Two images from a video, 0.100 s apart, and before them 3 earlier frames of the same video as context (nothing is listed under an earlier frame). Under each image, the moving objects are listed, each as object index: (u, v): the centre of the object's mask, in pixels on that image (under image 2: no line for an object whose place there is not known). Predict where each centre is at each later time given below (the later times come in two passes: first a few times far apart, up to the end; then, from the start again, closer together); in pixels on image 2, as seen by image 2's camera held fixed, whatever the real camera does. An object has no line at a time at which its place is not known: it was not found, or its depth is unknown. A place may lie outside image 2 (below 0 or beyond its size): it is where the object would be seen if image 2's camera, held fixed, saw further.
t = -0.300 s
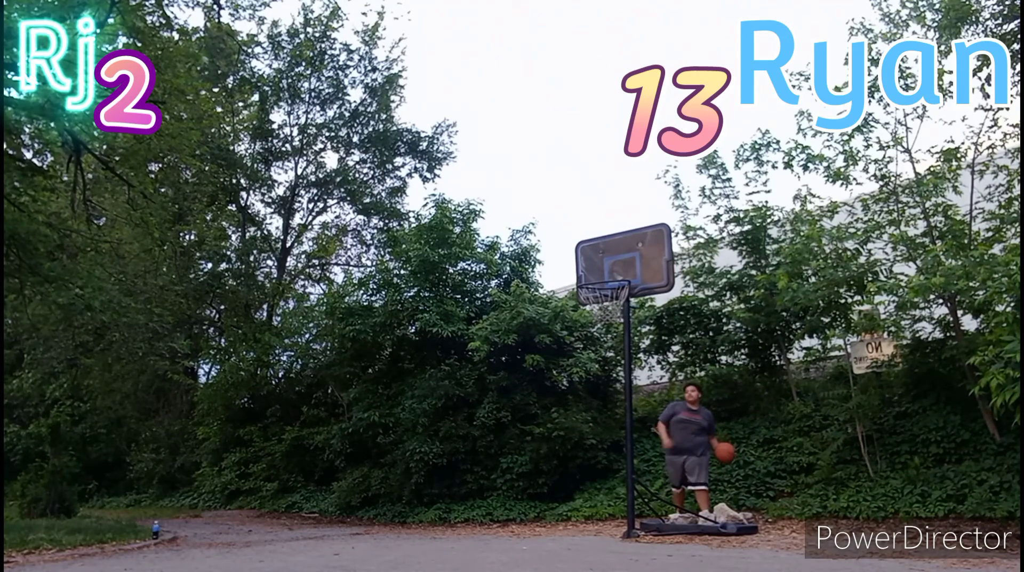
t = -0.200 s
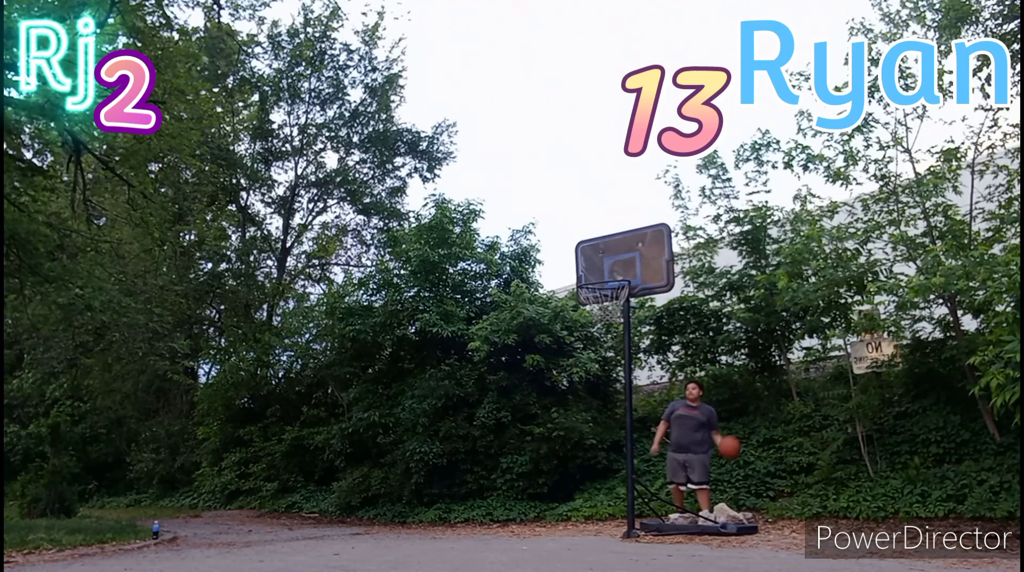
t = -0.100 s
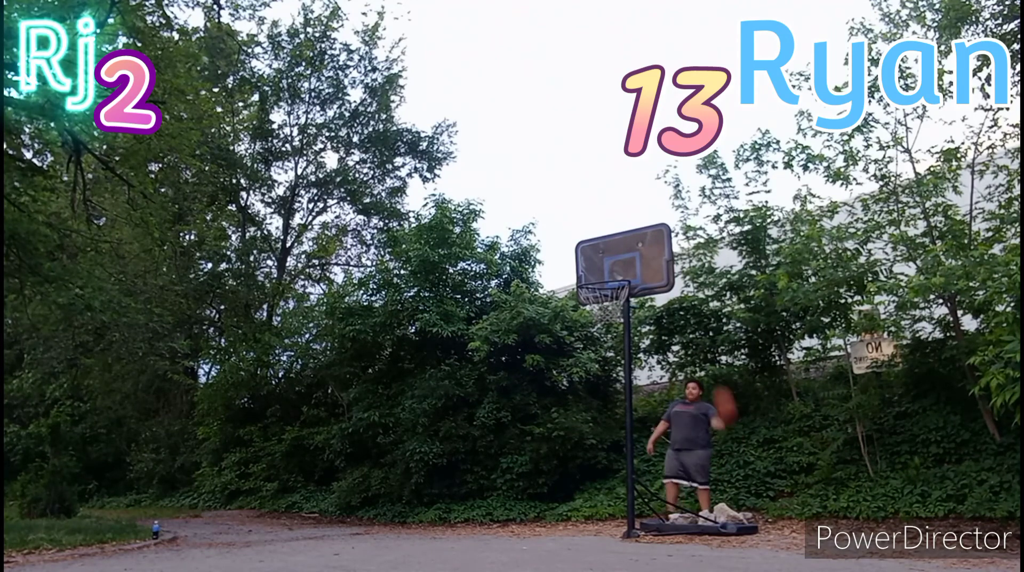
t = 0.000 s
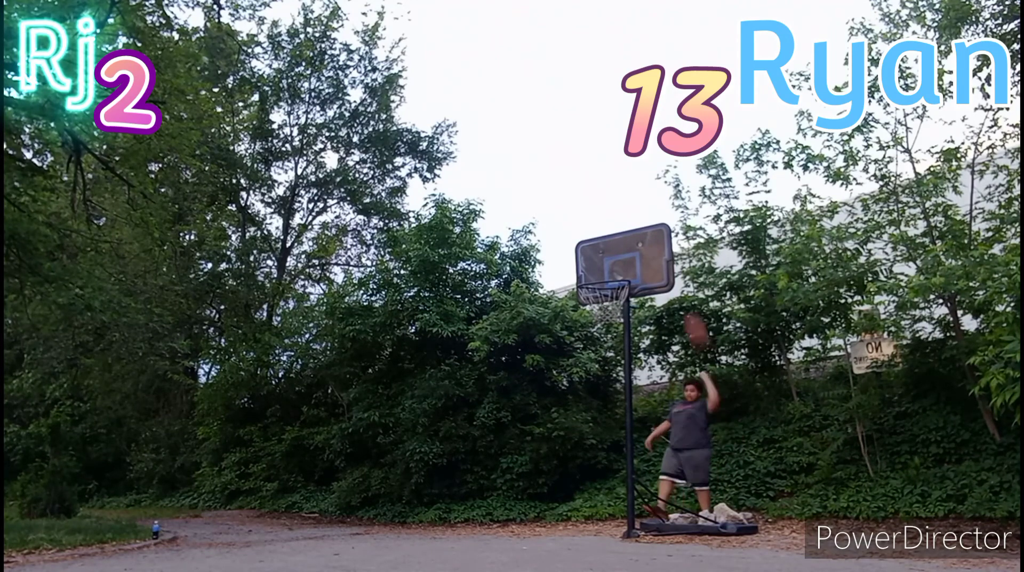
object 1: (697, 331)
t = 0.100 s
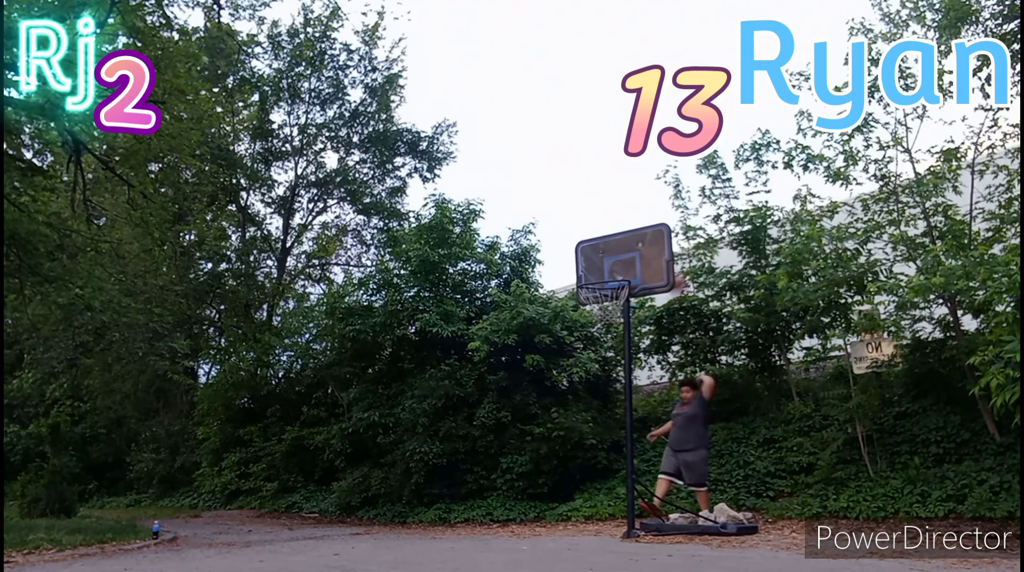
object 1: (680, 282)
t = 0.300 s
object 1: (621, 168)
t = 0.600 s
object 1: (537, 45)
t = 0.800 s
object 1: (475, 4)
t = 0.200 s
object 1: (647, 220)
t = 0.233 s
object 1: (639, 203)
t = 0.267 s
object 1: (630, 185)
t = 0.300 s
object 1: (621, 168)
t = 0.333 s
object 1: (612, 151)
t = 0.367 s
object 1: (602, 135)
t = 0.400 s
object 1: (593, 120)
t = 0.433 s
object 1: (584, 106)
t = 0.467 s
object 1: (575, 92)
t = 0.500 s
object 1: (565, 79)
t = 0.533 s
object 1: (556, 67)
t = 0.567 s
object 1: (547, 55)
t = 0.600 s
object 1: (537, 45)
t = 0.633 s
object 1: (527, 35)
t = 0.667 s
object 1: (517, 25)
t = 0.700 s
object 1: (507, 17)
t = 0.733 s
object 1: (497, 10)
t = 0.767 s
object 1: (486, 6)
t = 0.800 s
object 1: (475, 4)
